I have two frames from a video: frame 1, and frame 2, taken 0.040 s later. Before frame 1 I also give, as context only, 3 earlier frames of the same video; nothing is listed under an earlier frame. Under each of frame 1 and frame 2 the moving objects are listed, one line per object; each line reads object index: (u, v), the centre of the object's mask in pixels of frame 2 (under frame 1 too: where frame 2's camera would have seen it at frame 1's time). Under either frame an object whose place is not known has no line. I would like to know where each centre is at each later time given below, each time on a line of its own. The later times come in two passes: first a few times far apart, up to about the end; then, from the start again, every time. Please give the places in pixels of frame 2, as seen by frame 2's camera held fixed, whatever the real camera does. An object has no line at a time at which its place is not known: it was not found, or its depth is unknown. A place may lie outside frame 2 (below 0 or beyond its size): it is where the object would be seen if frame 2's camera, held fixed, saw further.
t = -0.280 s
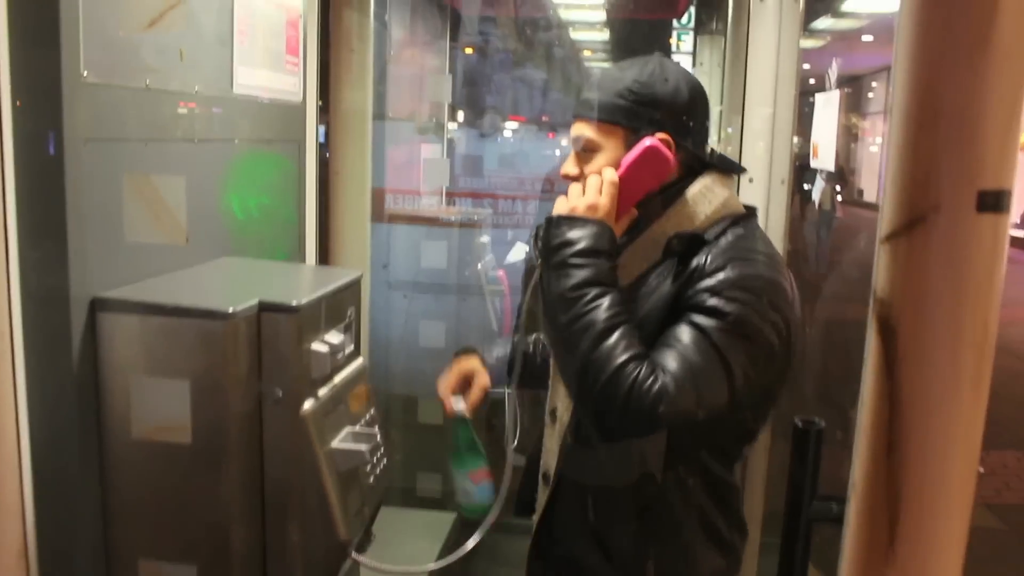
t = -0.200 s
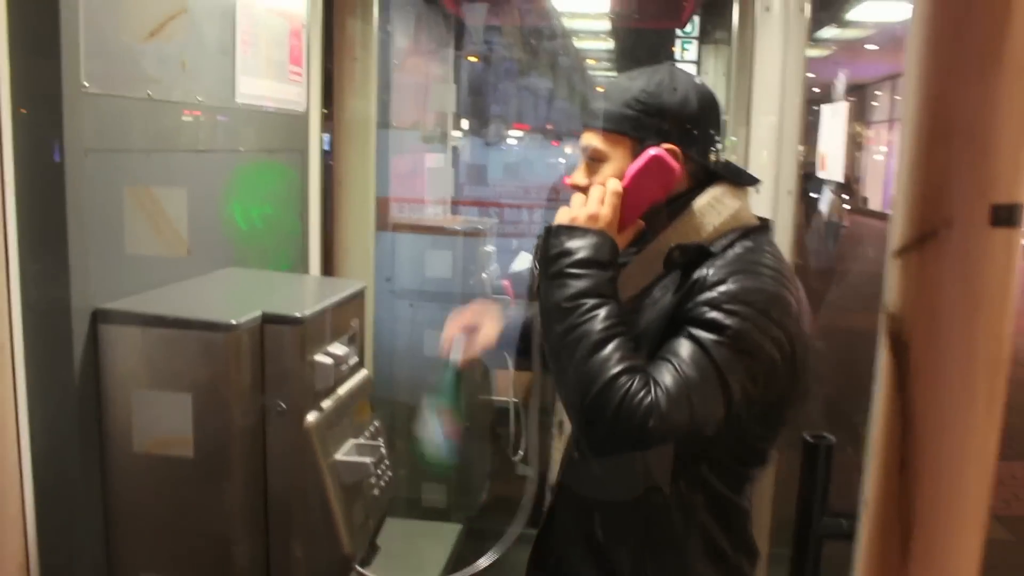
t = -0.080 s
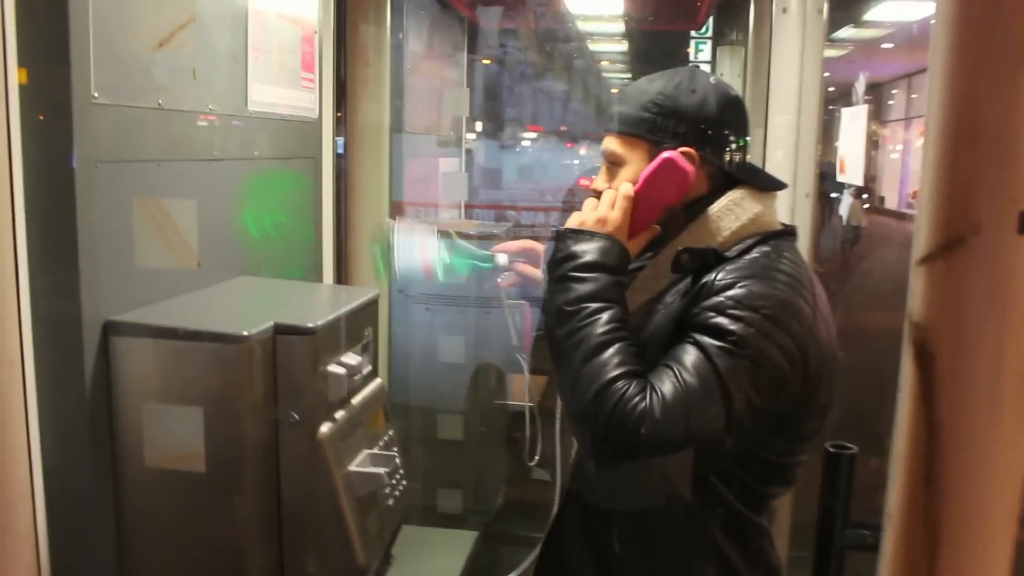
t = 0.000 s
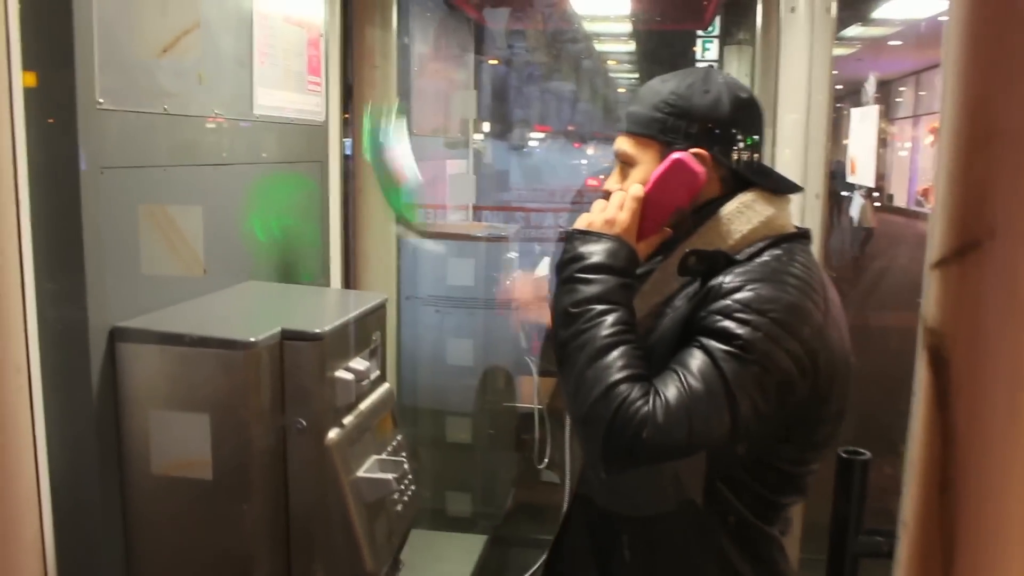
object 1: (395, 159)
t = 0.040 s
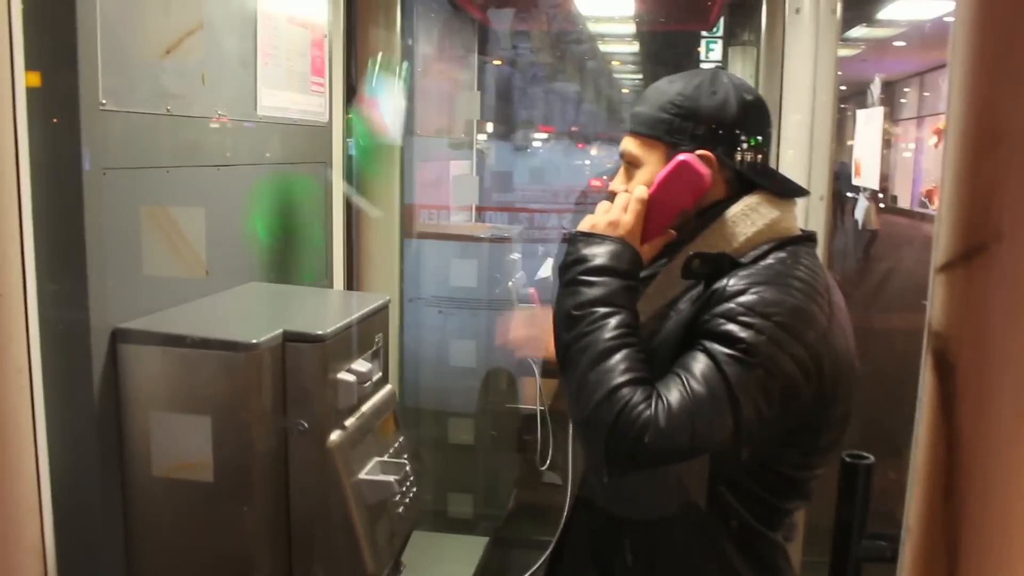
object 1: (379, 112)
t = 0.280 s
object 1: (326, 22)
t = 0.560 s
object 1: (268, 224)
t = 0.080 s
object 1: (369, 66)
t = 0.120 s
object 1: (357, 34)
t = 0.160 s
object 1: (339, 16)
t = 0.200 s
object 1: (347, 13)
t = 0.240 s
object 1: (342, 15)
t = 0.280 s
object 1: (326, 22)
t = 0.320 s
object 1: (310, 37)
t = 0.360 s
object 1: (295, 61)
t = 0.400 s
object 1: (286, 105)
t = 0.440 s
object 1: (275, 174)
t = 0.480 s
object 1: (267, 221)
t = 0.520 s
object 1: (267, 222)
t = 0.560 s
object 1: (268, 224)
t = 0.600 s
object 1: (268, 225)
